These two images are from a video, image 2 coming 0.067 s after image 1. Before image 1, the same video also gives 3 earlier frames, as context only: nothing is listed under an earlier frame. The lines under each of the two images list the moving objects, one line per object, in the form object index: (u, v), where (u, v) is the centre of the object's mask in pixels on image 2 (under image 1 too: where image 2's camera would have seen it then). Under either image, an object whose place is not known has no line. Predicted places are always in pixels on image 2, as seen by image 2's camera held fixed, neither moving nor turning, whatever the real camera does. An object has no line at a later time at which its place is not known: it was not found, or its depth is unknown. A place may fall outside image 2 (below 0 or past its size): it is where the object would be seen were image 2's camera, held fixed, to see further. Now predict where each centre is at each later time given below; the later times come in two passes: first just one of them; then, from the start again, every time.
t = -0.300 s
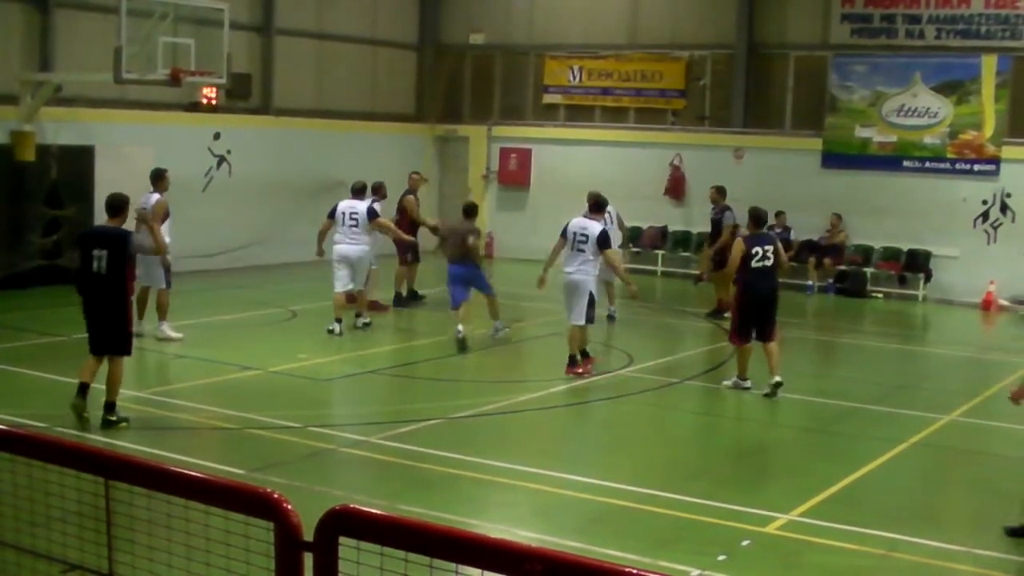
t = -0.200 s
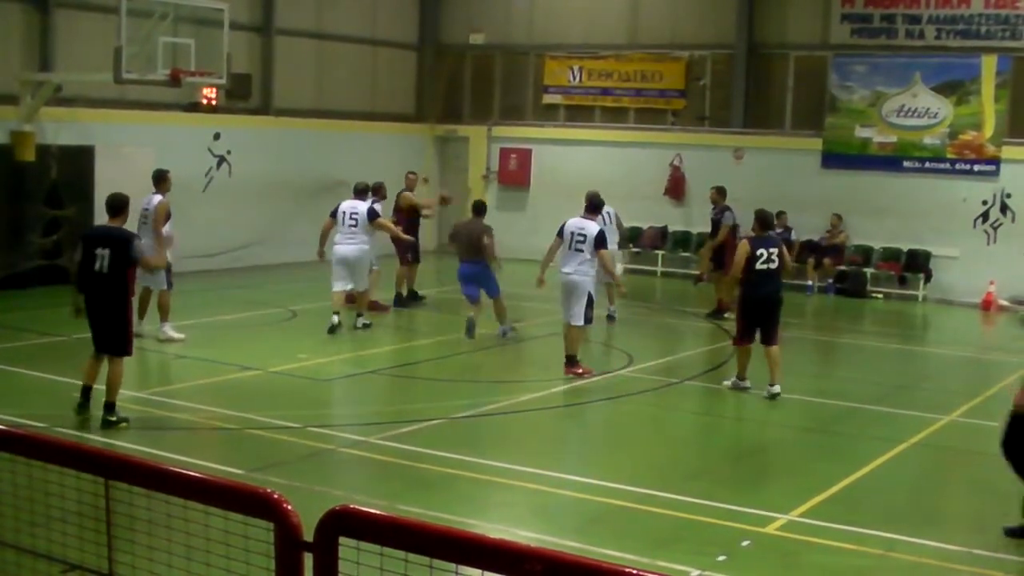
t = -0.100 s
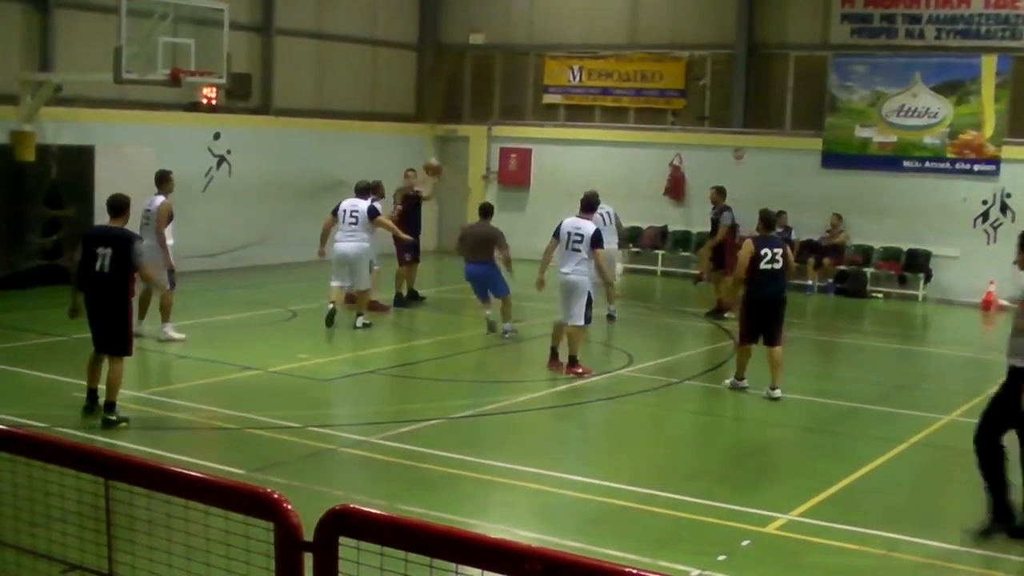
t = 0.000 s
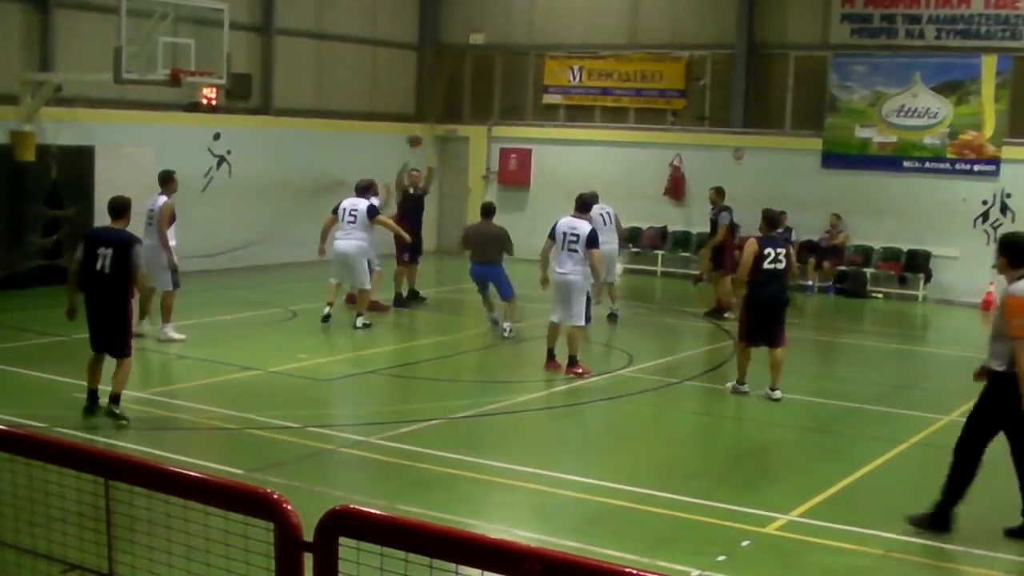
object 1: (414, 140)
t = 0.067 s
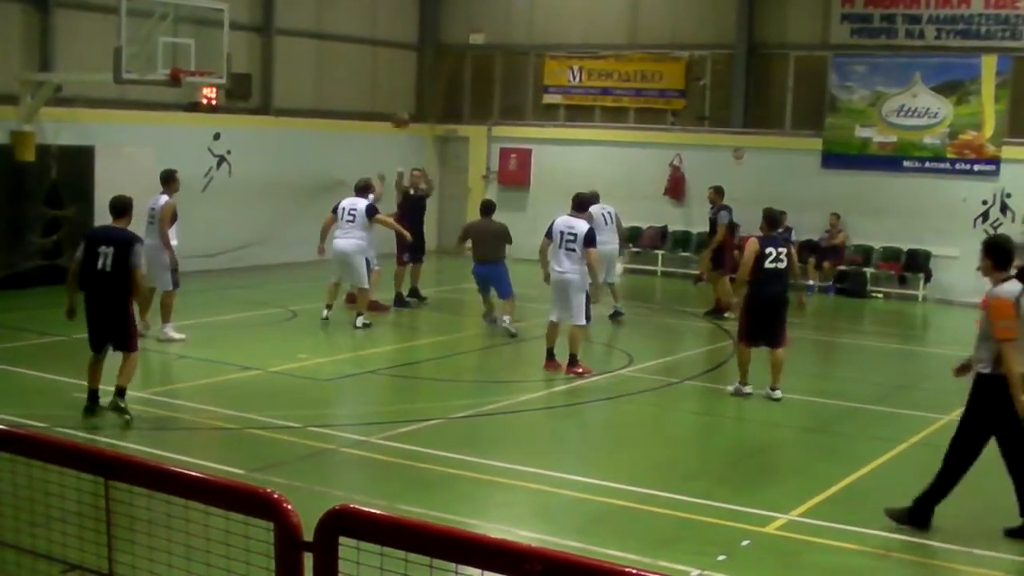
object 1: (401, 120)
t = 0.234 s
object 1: (357, 83)
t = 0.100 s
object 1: (392, 111)
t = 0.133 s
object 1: (390, 105)
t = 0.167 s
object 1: (375, 96)
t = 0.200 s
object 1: (366, 89)
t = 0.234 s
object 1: (357, 83)
